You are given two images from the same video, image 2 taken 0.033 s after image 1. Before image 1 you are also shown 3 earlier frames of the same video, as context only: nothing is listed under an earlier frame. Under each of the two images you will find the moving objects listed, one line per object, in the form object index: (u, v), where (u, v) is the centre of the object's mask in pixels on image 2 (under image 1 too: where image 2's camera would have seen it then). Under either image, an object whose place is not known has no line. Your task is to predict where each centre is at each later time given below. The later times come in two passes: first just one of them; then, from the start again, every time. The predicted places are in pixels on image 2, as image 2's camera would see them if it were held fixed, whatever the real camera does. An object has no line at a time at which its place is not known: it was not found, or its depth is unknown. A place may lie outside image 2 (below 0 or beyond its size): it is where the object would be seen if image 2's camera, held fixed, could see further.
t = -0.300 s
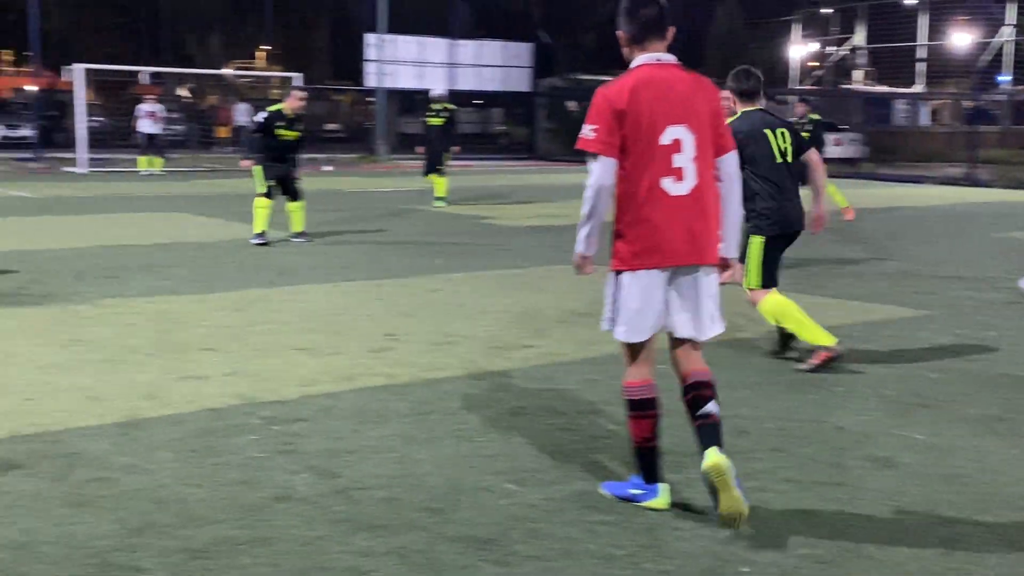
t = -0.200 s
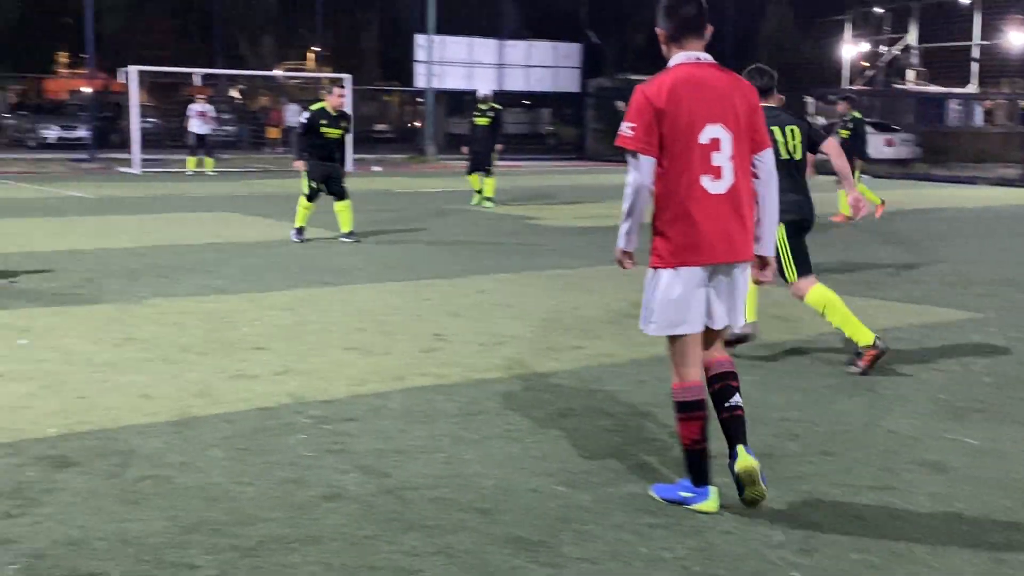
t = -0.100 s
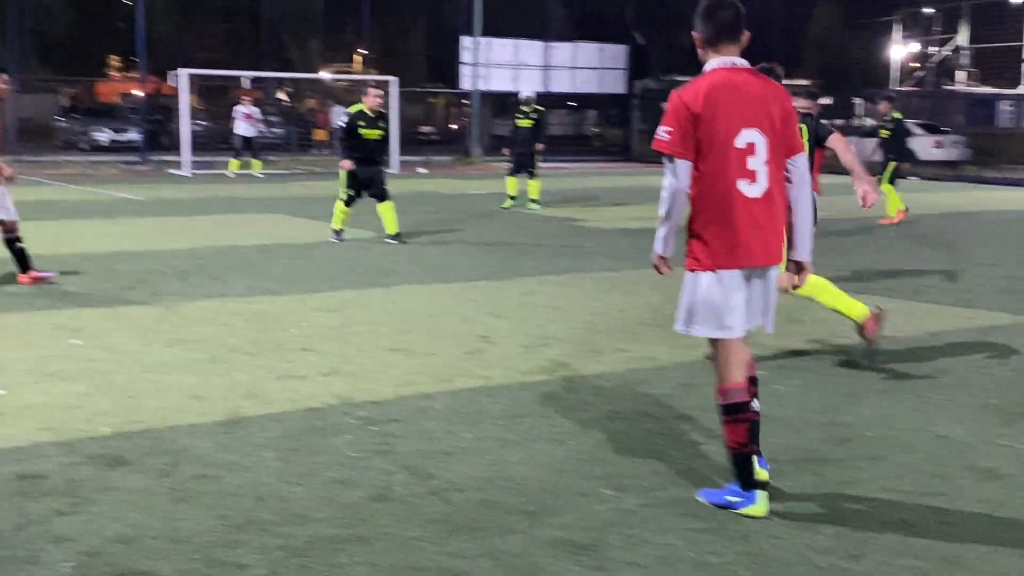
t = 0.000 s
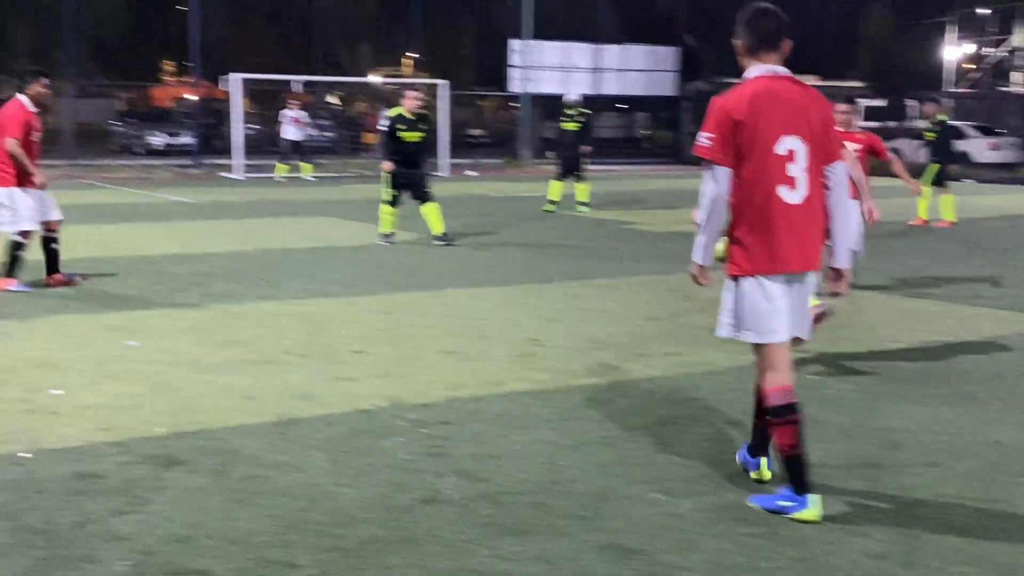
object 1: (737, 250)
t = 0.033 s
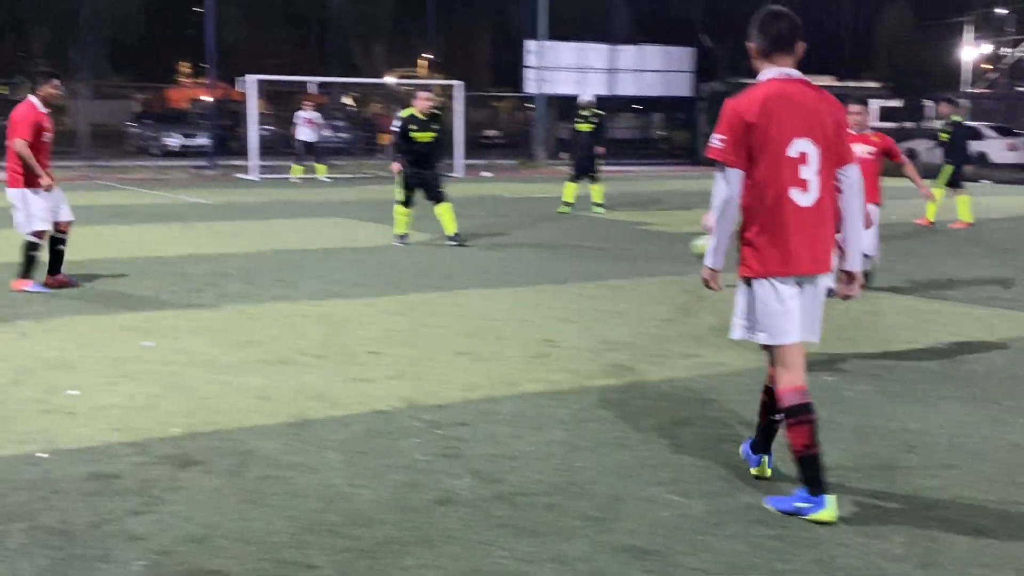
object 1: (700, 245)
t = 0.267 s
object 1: (499, 260)
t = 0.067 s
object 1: (676, 244)
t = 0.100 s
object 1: (645, 244)
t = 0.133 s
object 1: (615, 245)
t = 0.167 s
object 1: (583, 247)
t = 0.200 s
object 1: (555, 250)
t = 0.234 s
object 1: (526, 255)
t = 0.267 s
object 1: (499, 260)
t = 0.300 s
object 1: (472, 265)
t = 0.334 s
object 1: (449, 259)
